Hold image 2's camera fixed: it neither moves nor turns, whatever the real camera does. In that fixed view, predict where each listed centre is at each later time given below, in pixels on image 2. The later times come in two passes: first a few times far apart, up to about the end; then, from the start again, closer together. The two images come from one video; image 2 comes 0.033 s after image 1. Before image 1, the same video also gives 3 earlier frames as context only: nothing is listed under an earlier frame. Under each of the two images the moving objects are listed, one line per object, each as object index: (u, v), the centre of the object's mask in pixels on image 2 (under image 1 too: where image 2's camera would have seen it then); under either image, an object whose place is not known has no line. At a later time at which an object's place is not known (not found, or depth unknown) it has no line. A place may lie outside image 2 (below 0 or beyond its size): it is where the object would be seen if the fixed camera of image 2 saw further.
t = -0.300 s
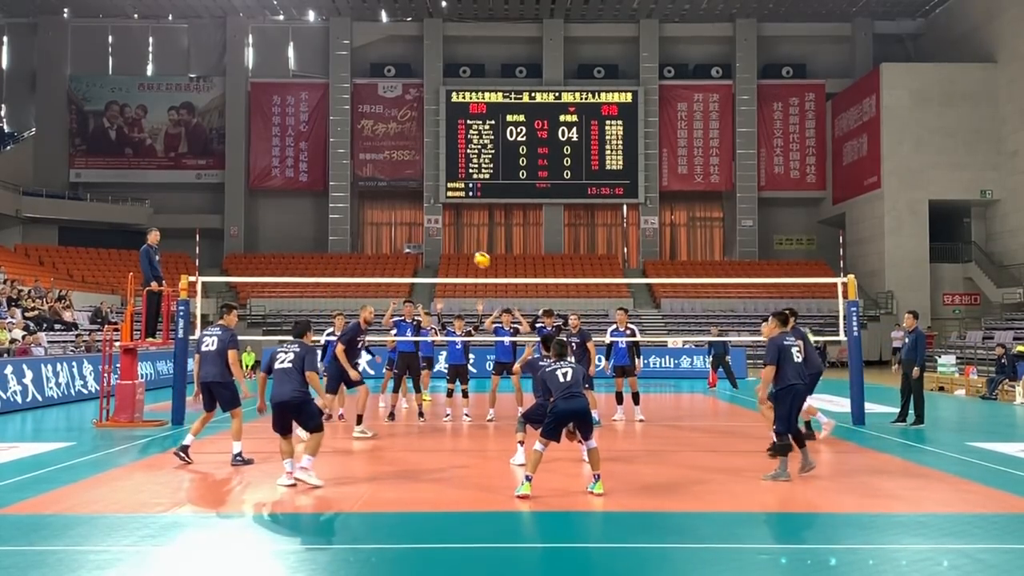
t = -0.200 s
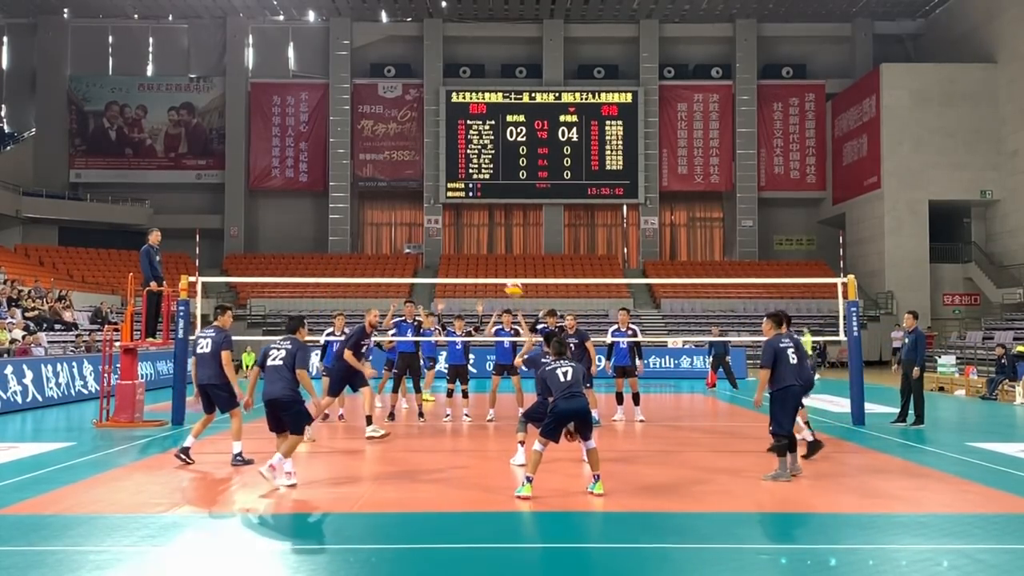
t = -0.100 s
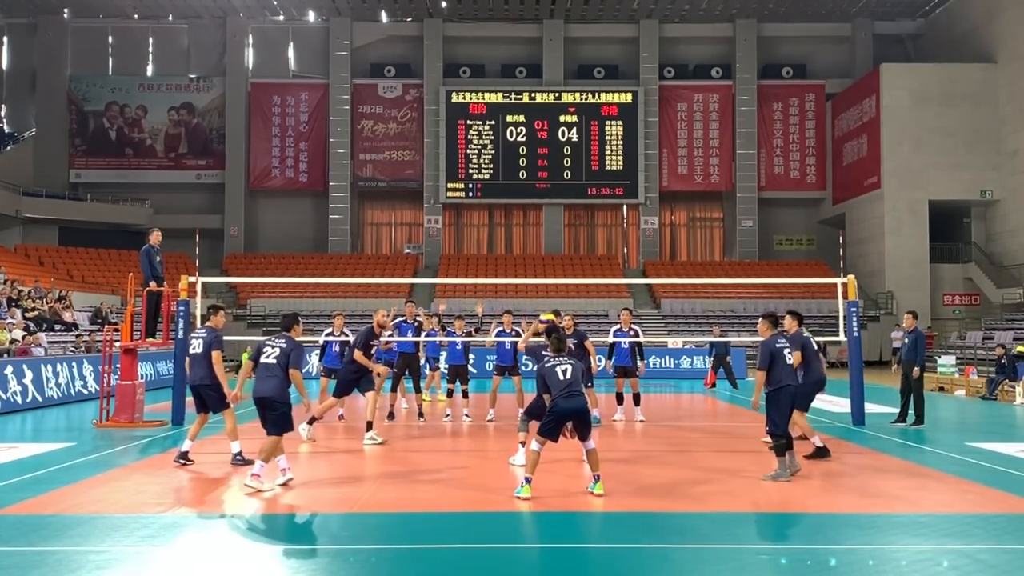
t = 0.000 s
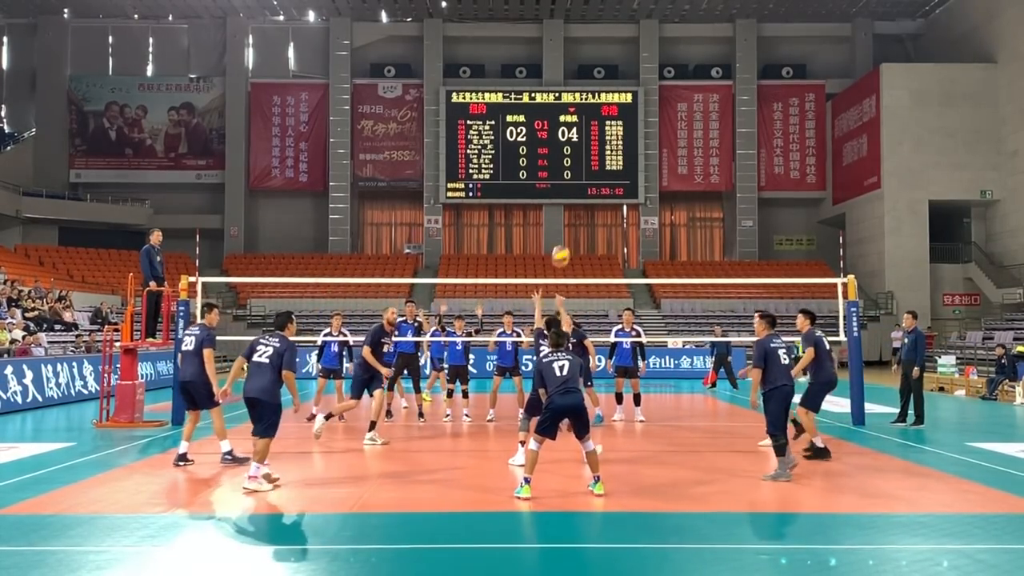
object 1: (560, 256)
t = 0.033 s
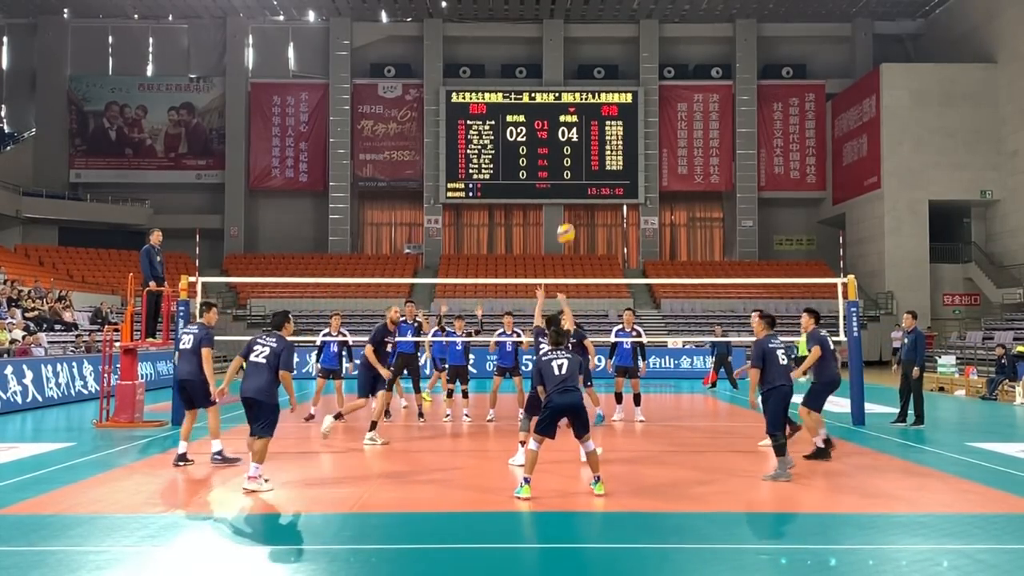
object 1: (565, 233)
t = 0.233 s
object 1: (595, 125)
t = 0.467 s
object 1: (629, 41)
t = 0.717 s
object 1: (664, 5)
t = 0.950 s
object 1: (696, 11)
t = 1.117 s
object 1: (719, 44)
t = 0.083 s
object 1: (573, 203)
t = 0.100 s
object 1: (575, 193)
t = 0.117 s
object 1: (578, 184)
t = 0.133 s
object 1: (580, 175)
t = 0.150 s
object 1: (582, 166)
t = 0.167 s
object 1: (585, 157)
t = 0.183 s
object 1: (587, 149)
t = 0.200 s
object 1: (590, 141)
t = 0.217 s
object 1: (593, 132)
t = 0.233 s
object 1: (595, 125)
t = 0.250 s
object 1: (597, 118)
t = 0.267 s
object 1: (600, 111)
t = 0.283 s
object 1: (601, 104)
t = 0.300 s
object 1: (604, 96)
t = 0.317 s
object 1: (607, 89)
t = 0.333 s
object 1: (610, 83)
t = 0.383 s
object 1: (617, 66)
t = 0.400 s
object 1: (619, 60)
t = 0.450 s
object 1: (626, 46)
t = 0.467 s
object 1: (629, 41)
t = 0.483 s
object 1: (631, 37)
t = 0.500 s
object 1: (634, 33)
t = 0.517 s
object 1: (636, 30)
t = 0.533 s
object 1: (638, 26)
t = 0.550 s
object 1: (641, 22)
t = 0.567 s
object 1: (643, 19)
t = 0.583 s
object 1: (645, 17)
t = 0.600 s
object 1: (648, 13)
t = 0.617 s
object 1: (650, 11)
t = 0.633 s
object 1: (652, 9)
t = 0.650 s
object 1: (654, 8)
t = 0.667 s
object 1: (657, 7)
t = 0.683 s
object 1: (659, 6)
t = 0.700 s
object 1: (662, 5)
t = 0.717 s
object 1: (664, 5)
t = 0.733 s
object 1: (666, 5)
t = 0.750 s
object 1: (668, 4)
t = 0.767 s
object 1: (671, 4)
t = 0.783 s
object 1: (673, 4)
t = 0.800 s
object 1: (675, 4)
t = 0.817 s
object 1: (678, 4)
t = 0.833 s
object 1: (680, 4)
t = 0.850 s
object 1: (682, 5)
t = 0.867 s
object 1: (685, 6)
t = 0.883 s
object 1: (687, 6)
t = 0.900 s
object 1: (689, 6)
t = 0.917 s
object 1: (692, 8)
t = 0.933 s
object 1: (694, 9)
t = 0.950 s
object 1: (696, 11)
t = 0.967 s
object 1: (699, 13)
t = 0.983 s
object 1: (701, 15)
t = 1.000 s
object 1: (703, 18)
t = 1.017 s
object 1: (705, 21)
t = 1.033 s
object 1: (708, 25)
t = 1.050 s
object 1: (710, 28)
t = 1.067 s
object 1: (712, 32)
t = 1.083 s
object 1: (714, 36)
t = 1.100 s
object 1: (717, 40)
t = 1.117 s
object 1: (719, 44)
